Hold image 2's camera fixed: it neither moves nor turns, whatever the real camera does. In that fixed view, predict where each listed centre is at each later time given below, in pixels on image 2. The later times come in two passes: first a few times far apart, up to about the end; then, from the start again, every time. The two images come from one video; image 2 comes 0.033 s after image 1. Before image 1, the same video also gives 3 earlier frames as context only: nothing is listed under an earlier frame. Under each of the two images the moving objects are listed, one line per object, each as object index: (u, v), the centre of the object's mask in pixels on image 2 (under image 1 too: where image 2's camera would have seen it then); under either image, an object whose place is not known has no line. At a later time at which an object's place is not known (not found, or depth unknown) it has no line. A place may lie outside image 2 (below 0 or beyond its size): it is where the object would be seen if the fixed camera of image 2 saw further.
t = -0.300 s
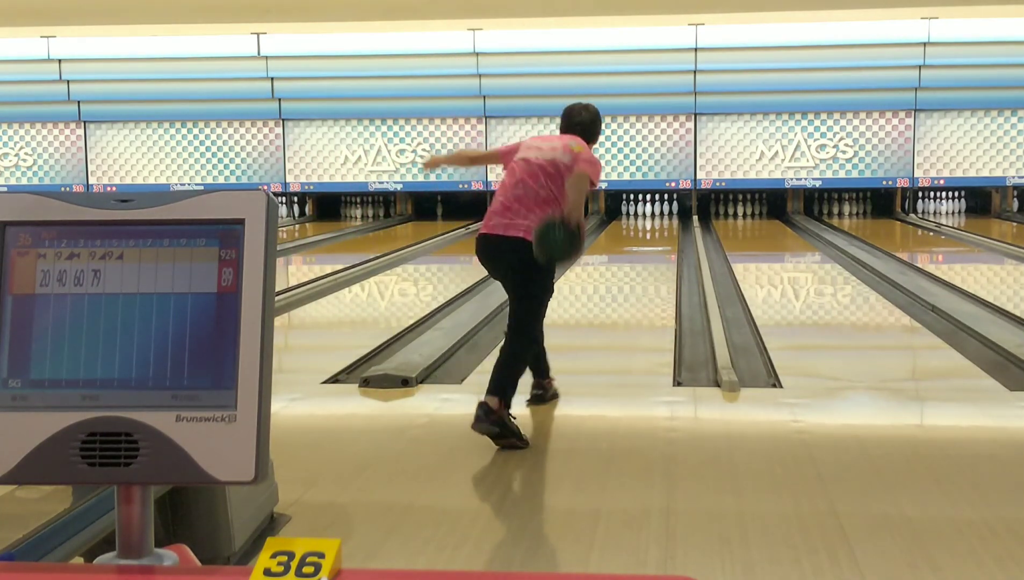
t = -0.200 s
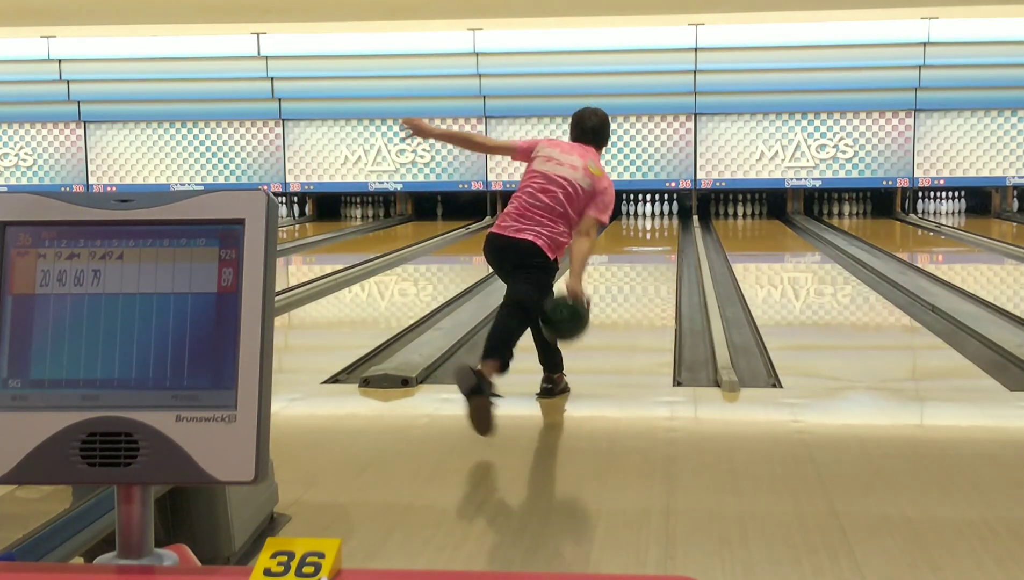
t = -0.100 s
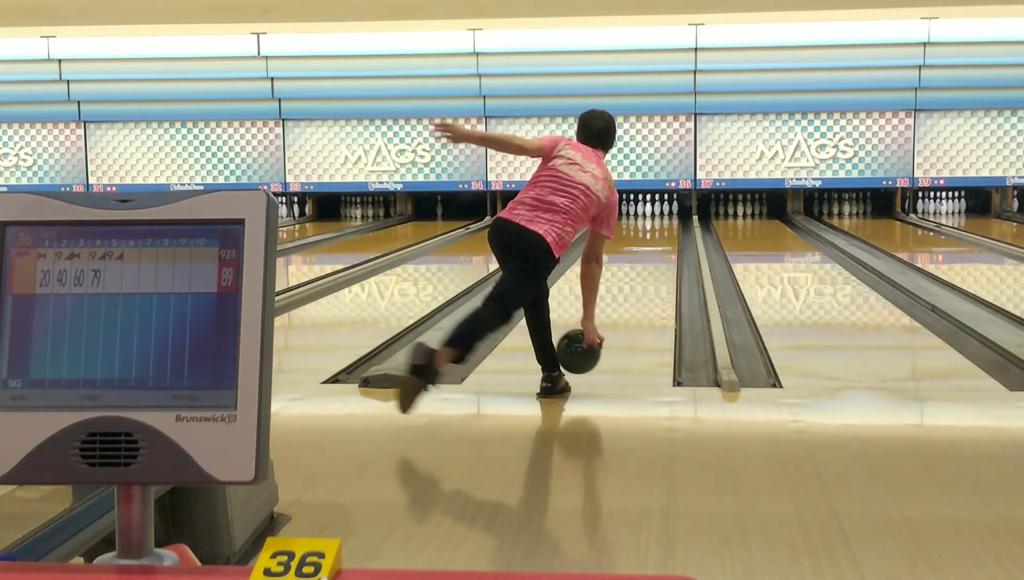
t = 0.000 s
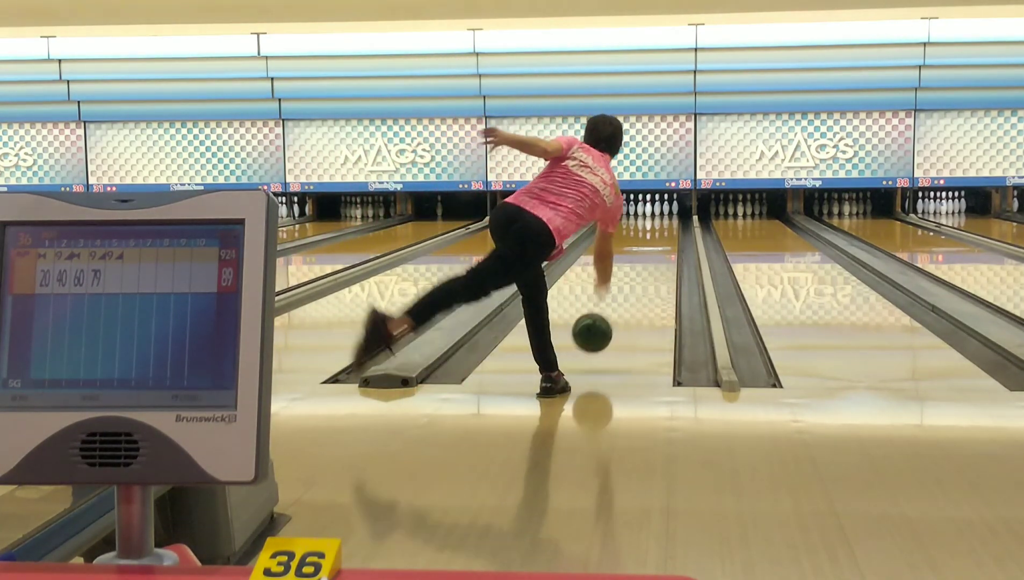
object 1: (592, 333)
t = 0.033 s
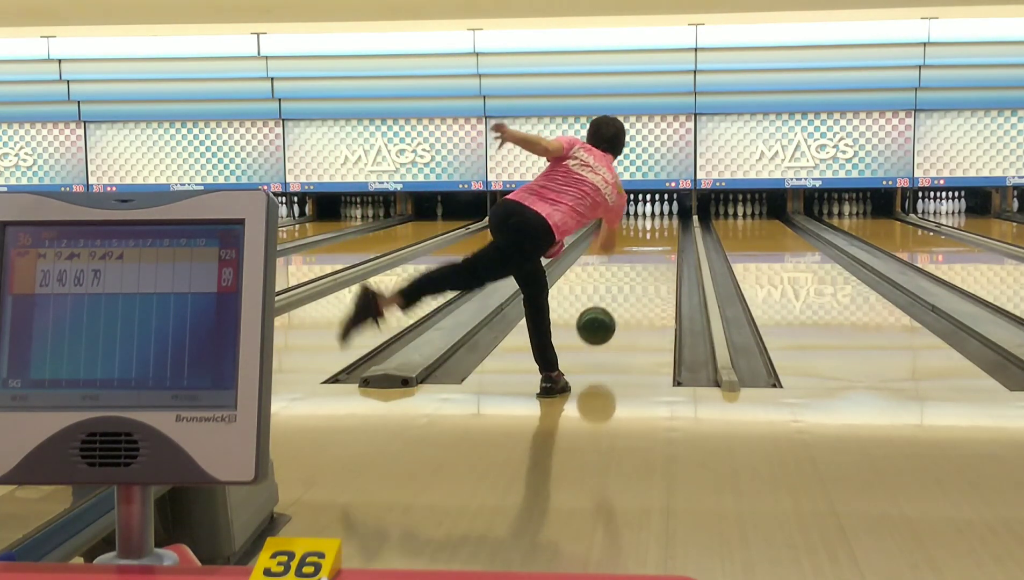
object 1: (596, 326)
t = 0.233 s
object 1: (615, 315)
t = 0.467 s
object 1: (630, 289)
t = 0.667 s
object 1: (640, 273)
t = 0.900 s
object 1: (648, 259)
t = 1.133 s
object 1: (654, 247)
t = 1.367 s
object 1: (659, 238)
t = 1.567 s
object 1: (661, 232)
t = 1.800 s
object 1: (663, 225)
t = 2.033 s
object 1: (663, 220)
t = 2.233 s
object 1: (661, 217)
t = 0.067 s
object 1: (600, 321)
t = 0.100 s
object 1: (603, 319)
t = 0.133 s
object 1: (606, 318)
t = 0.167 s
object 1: (609, 320)
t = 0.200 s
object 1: (612, 319)
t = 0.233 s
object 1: (615, 315)
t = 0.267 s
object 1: (617, 311)
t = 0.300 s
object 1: (620, 307)
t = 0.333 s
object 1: (622, 303)
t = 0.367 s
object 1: (624, 299)
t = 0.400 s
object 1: (626, 296)
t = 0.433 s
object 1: (628, 293)
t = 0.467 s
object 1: (630, 289)
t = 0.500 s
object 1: (632, 287)
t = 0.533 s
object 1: (634, 284)
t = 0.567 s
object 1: (635, 281)
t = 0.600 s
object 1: (637, 278)
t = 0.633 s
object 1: (638, 276)
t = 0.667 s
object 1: (640, 273)
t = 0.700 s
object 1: (641, 271)
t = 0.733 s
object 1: (642, 269)
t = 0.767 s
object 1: (644, 266)
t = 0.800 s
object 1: (645, 264)
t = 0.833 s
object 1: (646, 262)
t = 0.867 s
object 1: (647, 260)
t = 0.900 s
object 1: (648, 259)
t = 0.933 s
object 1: (649, 257)
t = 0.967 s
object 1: (650, 255)
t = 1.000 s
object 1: (651, 254)
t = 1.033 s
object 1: (652, 252)
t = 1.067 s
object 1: (652, 251)
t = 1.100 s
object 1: (653, 249)
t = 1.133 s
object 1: (654, 247)
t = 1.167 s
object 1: (655, 246)
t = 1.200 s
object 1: (655, 245)
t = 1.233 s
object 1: (656, 243)
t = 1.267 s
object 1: (657, 242)
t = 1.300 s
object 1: (657, 240)
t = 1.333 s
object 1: (658, 239)
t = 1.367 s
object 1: (659, 238)
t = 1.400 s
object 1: (659, 237)
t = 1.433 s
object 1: (659, 236)
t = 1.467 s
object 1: (660, 235)
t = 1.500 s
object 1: (660, 234)
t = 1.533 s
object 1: (661, 233)
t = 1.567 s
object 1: (661, 232)
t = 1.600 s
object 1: (661, 230)
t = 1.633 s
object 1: (662, 230)
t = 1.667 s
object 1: (662, 229)
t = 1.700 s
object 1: (662, 228)
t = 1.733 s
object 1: (662, 227)
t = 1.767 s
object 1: (662, 226)
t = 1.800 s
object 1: (663, 225)
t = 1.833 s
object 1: (663, 225)
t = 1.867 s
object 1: (663, 224)
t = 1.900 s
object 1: (663, 223)
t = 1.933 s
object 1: (663, 222)
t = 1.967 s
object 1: (663, 222)
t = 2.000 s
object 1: (663, 221)
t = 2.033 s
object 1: (663, 220)
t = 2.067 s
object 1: (662, 219)
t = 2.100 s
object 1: (662, 219)
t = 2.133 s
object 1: (662, 218)
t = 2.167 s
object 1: (661, 218)
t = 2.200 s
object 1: (661, 217)
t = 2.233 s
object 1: (661, 217)
